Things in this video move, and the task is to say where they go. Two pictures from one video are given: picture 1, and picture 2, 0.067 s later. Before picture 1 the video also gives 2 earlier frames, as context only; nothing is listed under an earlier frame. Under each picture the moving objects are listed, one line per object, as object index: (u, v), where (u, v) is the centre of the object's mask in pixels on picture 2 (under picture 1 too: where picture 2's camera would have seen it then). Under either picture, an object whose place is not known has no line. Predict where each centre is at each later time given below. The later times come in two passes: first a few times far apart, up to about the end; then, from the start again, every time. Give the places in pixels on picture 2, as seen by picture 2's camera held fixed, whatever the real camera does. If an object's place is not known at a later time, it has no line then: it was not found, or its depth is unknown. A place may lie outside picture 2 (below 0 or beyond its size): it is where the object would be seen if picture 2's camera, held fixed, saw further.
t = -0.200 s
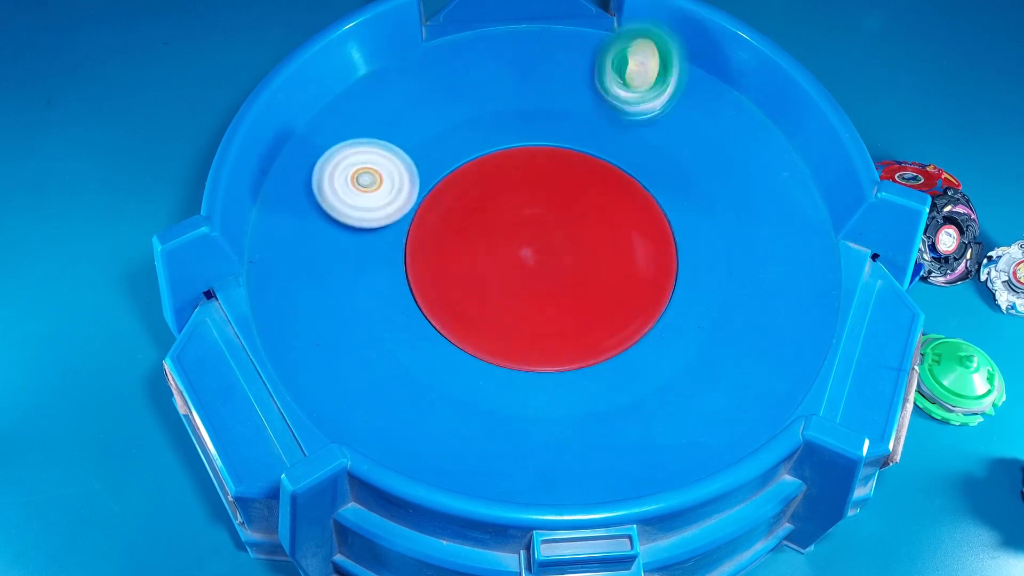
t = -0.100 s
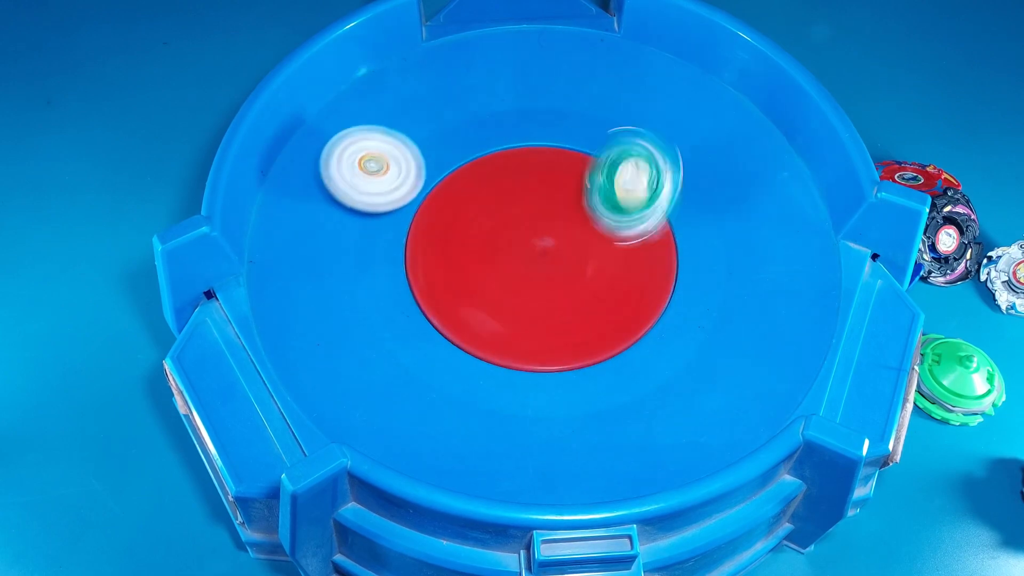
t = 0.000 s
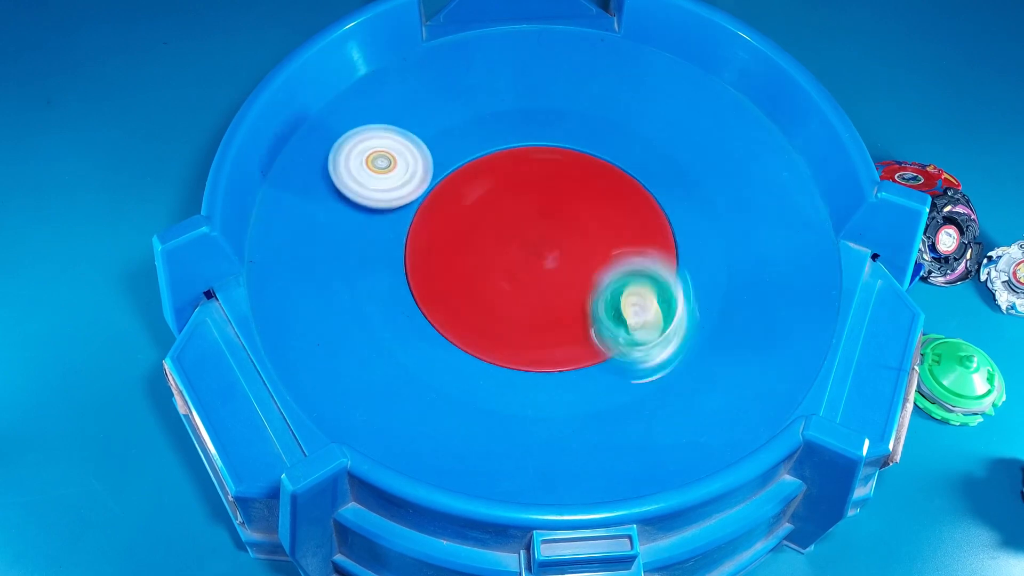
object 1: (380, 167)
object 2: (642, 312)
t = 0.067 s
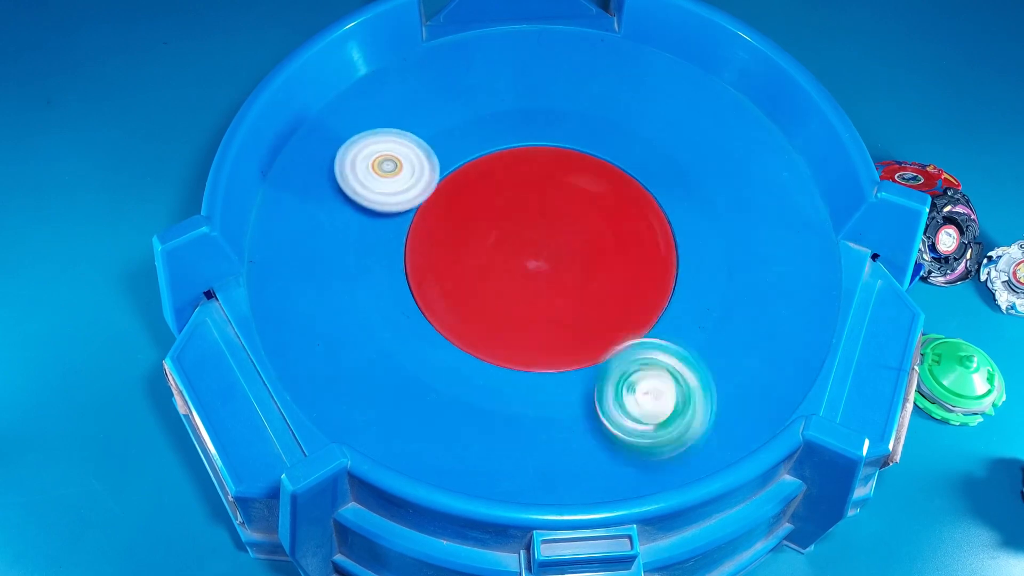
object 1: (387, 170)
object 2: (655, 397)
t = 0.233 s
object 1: (414, 181)
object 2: (487, 248)
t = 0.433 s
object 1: (502, 132)
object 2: (595, 246)
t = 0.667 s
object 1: (731, 203)
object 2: (598, 277)
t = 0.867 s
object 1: (804, 255)
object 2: (469, 311)
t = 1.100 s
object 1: (829, 303)
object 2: (365, 233)
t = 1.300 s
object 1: (754, 319)
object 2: (378, 218)
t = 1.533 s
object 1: (624, 305)
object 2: (476, 183)
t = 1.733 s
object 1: (385, 224)
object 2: (636, 161)
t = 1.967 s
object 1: (335, 118)
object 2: (690, 197)
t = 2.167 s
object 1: (419, 141)
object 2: (641, 218)
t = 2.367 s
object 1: (570, 147)
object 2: (468, 304)
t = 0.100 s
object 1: (391, 172)
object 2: (651, 417)
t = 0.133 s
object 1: (396, 175)
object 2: (605, 362)
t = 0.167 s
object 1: (402, 177)
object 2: (560, 317)
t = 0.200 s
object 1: (408, 179)
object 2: (520, 286)
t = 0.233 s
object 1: (414, 181)
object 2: (487, 248)
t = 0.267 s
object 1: (384, 145)
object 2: (497, 246)
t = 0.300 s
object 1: (357, 107)
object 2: (516, 247)
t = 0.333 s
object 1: (380, 98)
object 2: (542, 246)
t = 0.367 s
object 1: (422, 108)
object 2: (561, 244)
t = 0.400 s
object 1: (457, 124)
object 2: (579, 247)
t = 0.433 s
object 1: (502, 132)
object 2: (595, 246)
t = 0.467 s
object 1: (550, 136)
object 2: (602, 247)
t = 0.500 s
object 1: (602, 142)
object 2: (609, 250)
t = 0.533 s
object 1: (651, 156)
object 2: (612, 253)
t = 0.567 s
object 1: (683, 176)
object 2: (612, 258)
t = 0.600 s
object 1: (703, 188)
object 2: (612, 263)
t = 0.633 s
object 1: (718, 196)
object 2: (606, 269)
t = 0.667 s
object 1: (731, 203)
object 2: (598, 277)
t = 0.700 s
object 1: (743, 211)
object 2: (586, 286)
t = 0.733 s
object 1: (756, 220)
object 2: (572, 295)
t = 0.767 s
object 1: (768, 229)
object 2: (552, 302)
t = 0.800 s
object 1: (780, 237)
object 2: (529, 310)
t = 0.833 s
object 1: (792, 246)
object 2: (502, 315)
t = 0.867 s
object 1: (804, 255)
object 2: (469, 311)
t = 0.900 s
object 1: (814, 264)
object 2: (442, 291)
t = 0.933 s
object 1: (823, 272)
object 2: (417, 280)
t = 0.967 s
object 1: (829, 280)
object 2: (396, 269)
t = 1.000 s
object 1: (833, 287)
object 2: (382, 258)
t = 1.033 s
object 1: (833, 293)
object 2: (373, 246)
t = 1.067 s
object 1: (832, 299)
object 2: (368, 237)
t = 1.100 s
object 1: (829, 303)
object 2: (365, 233)
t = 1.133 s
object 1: (822, 307)
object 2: (365, 231)
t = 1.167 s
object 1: (813, 311)
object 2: (363, 228)
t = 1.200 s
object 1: (803, 314)
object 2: (364, 228)
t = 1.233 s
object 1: (788, 316)
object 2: (369, 227)
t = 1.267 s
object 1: (772, 318)
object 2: (373, 222)
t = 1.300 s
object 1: (754, 319)
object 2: (378, 218)
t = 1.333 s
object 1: (735, 319)
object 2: (385, 213)
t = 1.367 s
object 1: (715, 319)
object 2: (396, 211)
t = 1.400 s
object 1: (699, 316)
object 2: (406, 211)
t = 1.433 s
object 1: (684, 309)
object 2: (419, 212)
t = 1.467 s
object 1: (667, 302)
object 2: (434, 210)
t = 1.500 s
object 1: (650, 301)
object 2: (455, 196)
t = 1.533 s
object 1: (624, 305)
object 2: (476, 183)
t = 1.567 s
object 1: (588, 312)
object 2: (502, 172)
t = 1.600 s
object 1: (541, 317)
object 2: (526, 161)
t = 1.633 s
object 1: (492, 305)
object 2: (553, 157)
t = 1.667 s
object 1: (445, 287)
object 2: (585, 155)
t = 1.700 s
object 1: (407, 256)
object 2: (611, 155)
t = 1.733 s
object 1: (385, 224)
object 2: (636, 161)
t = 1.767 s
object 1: (372, 198)
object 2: (657, 165)
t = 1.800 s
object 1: (359, 177)
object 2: (674, 171)
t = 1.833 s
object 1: (352, 164)
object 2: (686, 177)
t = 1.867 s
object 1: (347, 151)
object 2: (692, 185)
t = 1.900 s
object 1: (342, 139)
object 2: (690, 192)
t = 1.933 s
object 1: (337, 128)
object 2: (691, 194)
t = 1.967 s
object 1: (335, 118)
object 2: (690, 197)
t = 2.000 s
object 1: (357, 122)
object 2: (688, 198)
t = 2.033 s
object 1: (376, 129)
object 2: (684, 201)
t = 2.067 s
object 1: (391, 133)
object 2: (678, 204)
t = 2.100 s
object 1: (404, 135)
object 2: (672, 206)
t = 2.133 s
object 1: (412, 137)
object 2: (660, 210)
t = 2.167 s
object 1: (419, 141)
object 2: (641, 218)
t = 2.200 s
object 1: (436, 149)
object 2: (610, 252)
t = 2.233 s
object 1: (448, 155)
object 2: (589, 273)
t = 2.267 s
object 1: (468, 153)
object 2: (564, 296)
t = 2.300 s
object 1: (497, 147)
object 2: (533, 308)
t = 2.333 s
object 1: (531, 144)
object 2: (498, 310)
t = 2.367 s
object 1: (570, 147)
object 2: (468, 304)
